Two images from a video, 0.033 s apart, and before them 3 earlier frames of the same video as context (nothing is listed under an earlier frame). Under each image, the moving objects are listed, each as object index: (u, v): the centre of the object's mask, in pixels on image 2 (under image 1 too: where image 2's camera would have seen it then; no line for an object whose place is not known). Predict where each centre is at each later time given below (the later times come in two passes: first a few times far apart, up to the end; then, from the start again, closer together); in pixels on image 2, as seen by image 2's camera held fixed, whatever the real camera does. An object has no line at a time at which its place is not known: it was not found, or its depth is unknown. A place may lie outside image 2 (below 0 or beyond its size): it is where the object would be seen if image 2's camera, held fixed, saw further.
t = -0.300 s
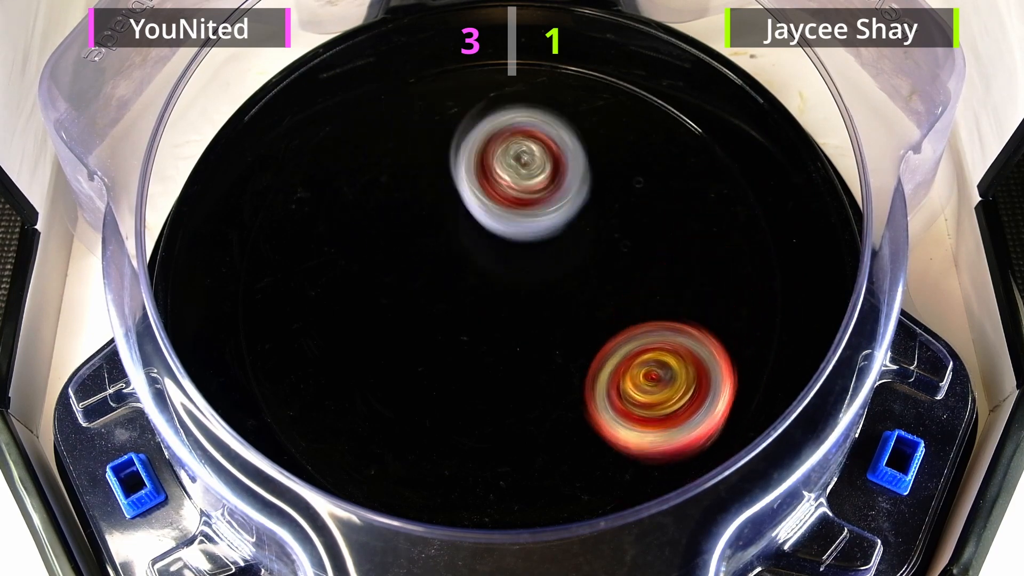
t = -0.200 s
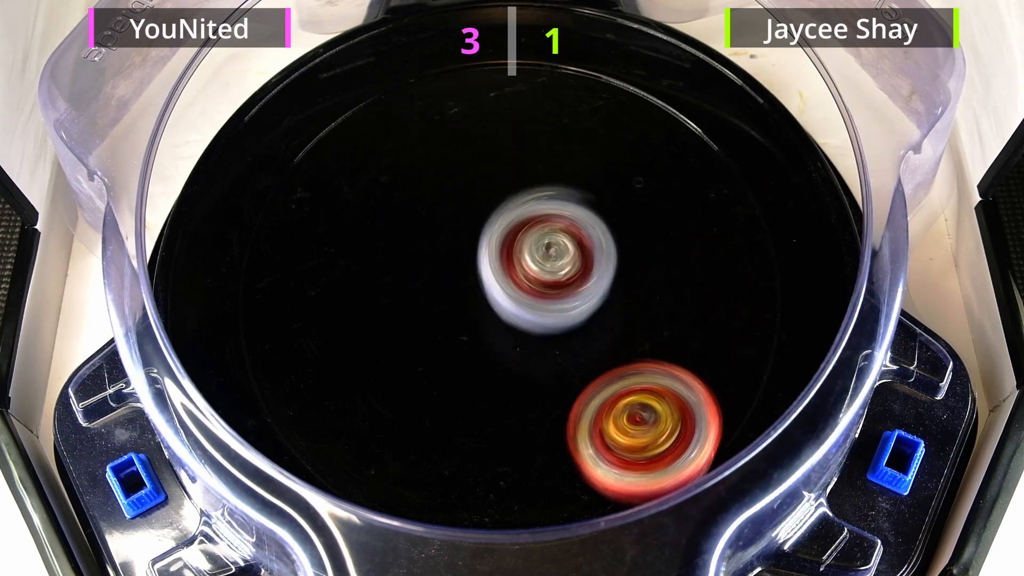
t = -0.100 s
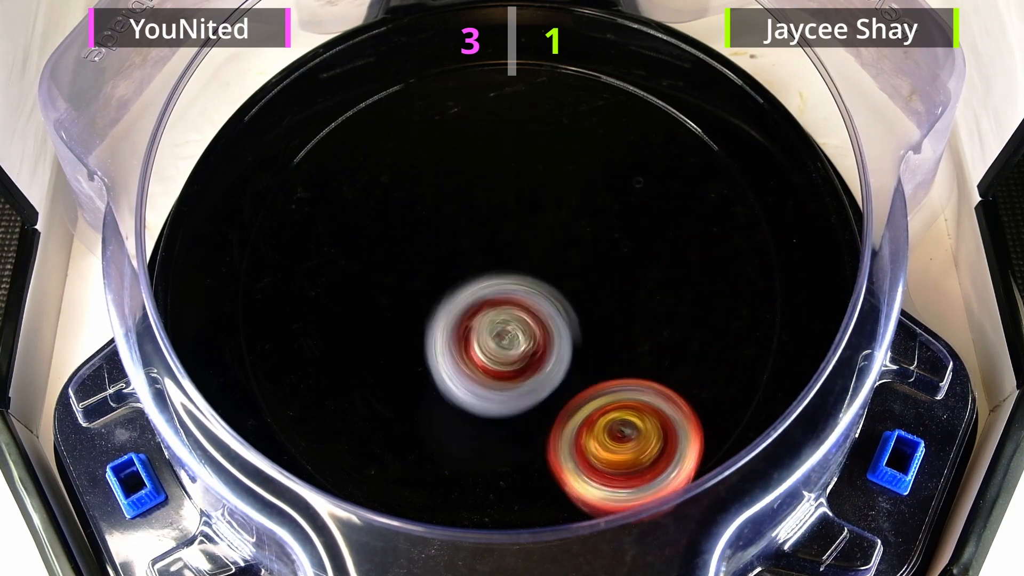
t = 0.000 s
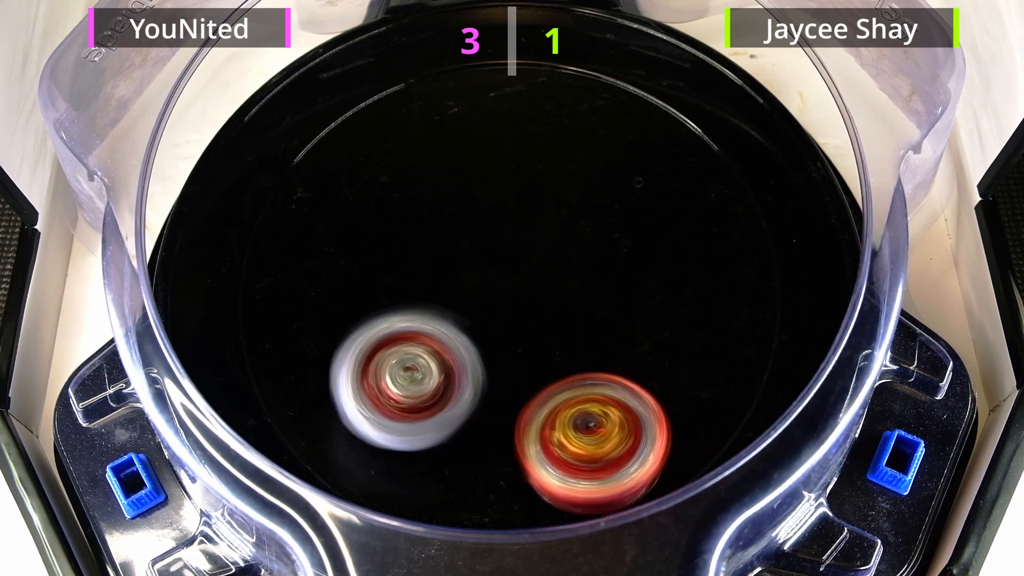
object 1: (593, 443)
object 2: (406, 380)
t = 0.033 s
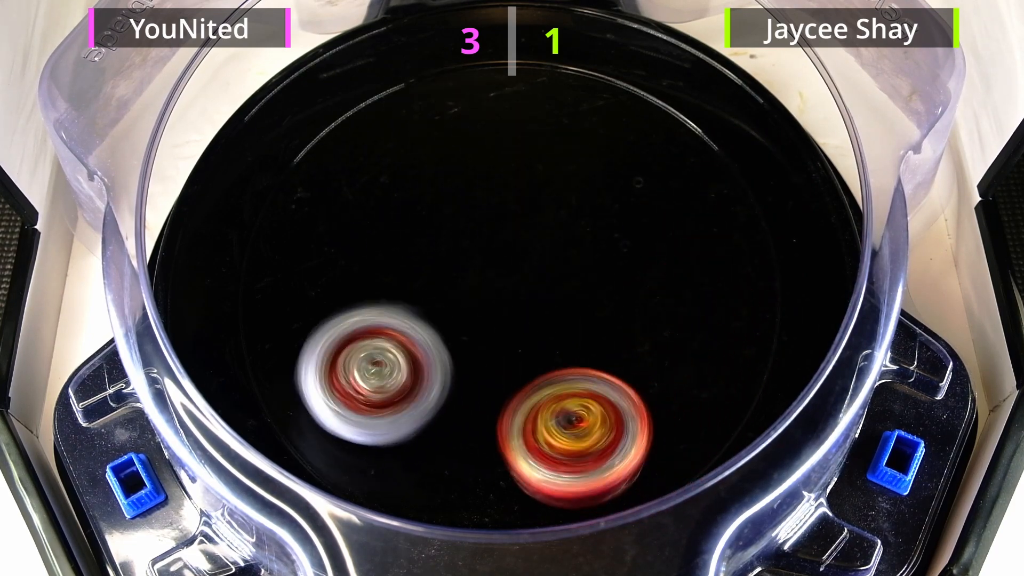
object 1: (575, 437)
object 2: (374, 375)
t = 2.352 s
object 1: (588, 263)
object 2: (472, 203)
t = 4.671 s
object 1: (642, 177)
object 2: (613, 406)
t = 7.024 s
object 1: (495, 208)
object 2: (473, 335)
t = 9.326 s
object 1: (517, 218)
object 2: (486, 356)
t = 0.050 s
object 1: (567, 434)
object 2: (359, 369)
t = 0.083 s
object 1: (548, 427)
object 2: (334, 351)
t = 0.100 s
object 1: (538, 425)
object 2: (325, 339)
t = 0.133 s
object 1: (518, 420)
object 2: (313, 313)
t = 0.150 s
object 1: (508, 418)
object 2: (312, 299)
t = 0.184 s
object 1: (488, 416)
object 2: (318, 272)
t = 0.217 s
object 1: (468, 414)
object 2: (335, 248)
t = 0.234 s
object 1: (458, 414)
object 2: (347, 238)
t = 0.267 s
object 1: (440, 414)
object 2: (375, 224)
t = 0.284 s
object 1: (430, 415)
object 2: (392, 220)
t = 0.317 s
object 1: (413, 416)
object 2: (425, 217)
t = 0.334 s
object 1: (406, 415)
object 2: (443, 218)
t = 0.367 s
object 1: (392, 417)
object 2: (477, 224)
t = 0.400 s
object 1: (380, 418)
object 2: (508, 236)
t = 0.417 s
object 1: (375, 418)
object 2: (522, 243)
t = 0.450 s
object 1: (370, 416)
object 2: (548, 261)
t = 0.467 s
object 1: (368, 414)
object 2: (559, 273)
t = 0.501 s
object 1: (367, 409)
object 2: (578, 298)
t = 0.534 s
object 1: (369, 402)
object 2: (591, 325)
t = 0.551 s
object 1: (371, 398)
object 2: (594, 339)
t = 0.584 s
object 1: (375, 387)
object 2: (595, 369)
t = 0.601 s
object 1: (377, 381)
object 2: (593, 385)
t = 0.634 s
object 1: (381, 366)
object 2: (582, 412)
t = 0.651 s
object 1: (381, 359)
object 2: (573, 425)
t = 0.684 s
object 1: (382, 343)
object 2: (549, 446)
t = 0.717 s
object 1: (383, 328)
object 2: (518, 458)
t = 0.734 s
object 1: (382, 319)
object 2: (501, 460)
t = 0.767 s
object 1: (380, 304)
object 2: (467, 457)
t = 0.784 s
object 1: (378, 296)
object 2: (451, 451)
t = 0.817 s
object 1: (375, 281)
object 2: (424, 433)
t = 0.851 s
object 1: (370, 266)
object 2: (405, 408)
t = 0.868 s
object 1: (368, 260)
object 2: (399, 396)
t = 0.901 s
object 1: (361, 246)
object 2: (397, 368)
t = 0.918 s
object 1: (358, 232)
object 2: (402, 367)
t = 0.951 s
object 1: (354, 205)
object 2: (412, 368)
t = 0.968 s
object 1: (353, 197)
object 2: (419, 368)
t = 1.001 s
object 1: (350, 182)
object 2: (432, 370)
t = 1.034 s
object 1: (345, 168)
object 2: (446, 372)
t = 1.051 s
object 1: (342, 161)
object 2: (453, 373)
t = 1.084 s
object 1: (338, 150)
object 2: (467, 376)
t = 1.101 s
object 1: (336, 145)
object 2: (474, 379)
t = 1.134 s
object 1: (334, 138)
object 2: (489, 383)
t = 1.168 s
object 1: (334, 132)
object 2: (503, 387)
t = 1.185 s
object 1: (335, 130)
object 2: (508, 390)
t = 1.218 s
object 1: (340, 128)
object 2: (520, 395)
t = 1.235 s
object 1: (345, 128)
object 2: (525, 397)
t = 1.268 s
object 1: (355, 132)
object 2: (532, 402)
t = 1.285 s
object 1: (360, 134)
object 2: (536, 403)
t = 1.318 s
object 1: (374, 139)
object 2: (541, 405)
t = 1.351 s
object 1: (389, 144)
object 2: (544, 405)
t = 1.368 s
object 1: (398, 147)
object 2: (545, 405)
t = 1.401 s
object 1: (415, 151)
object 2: (548, 402)
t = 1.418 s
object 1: (424, 153)
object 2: (549, 400)
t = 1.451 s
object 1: (443, 155)
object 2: (550, 396)
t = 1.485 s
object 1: (460, 158)
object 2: (552, 389)
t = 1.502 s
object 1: (470, 159)
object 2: (553, 384)
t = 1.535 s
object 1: (487, 159)
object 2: (557, 376)
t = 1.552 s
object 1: (497, 160)
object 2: (559, 371)
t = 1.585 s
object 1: (517, 161)
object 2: (563, 359)
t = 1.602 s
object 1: (524, 162)
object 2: (566, 354)
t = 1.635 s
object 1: (542, 162)
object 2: (571, 344)
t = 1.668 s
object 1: (561, 161)
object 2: (579, 331)
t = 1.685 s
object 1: (569, 161)
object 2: (583, 324)
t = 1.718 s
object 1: (587, 161)
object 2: (592, 312)
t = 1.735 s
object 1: (594, 160)
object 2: (597, 306)
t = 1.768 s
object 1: (610, 159)
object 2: (608, 295)
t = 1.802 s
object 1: (626, 157)
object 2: (617, 287)
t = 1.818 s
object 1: (632, 157)
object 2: (622, 283)
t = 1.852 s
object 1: (645, 151)
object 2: (634, 284)
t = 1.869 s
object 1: (651, 142)
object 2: (634, 293)
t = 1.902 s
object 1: (662, 129)
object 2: (631, 313)
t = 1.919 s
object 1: (663, 125)
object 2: (626, 323)
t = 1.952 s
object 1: (667, 118)
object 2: (611, 340)
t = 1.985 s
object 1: (667, 115)
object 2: (590, 355)
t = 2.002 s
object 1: (665, 115)
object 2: (578, 362)
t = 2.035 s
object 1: (659, 118)
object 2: (551, 369)
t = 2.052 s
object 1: (654, 122)
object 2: (537, 369)
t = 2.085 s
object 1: (644, 130)
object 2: (509, 363)
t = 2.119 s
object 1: (633, 143)
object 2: (484, 351)
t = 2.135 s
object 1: (628, 150)
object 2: (475, 343)
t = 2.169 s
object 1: (621, 165)
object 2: (459, 324)
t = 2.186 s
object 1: (617, 173)
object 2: (452, 314)
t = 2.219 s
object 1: (611, 189)
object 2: (444, 290)
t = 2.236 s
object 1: (608, 198)
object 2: (443, 278)
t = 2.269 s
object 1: (602, 216)
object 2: (445, 255)
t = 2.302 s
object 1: (595, 235)
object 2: (451, 233)
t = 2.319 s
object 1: (593, 243)
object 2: (458, 222)
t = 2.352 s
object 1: (588, 263)
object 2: (472, 203)
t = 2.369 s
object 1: (586, 272)
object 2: (481, 195)
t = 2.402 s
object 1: (581, 290)
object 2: (501, 182)
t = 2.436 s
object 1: (577, 308)
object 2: (525, 173)
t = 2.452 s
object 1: (575, 317)
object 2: (536, 171)
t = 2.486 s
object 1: (572, 336)
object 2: (560, 173)
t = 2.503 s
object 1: (570, 344)
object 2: (571, 176)
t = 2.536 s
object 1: (566, 361)
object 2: (592, 189)
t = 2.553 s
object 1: (565, 369)
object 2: (600, 199)
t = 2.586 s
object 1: (561, 387)
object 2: (610, 218)
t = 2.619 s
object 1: (558, 402)
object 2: (614, 240)
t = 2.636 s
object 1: (555, 410)
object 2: (615, 253)
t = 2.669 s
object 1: (553, 424)
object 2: (607, 278)
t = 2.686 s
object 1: (551, 431)
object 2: (600, 288)
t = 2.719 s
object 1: (548, 443)
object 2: (582, 305)
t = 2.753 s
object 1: (546, 454)
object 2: (560, 318)
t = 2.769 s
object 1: (544, 459)
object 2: (548, 325)
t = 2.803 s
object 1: (543, 464)
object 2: (521, 332)
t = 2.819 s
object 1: (543, 466)
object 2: (506, 333)
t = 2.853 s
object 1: (544, 467)
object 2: (481, 332)
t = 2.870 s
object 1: (544, 467)
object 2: (468, 330)
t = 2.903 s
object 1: (544, 464)
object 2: (443, 321)
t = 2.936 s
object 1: (542, 457)
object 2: (424, 305)
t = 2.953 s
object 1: (540, 452)
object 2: (416, 297)
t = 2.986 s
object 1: (532, 440)
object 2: (402, 279)
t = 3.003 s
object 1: (528, 434)
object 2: (398, 268)
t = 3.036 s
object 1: (518, 420)
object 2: (395, 246)
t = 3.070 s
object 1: (509, 408)
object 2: (398, 227)
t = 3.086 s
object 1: (503, 402)
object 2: (403, 217)
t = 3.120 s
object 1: (492, 390)
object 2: (417, 199)
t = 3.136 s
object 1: (485, 384)
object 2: (426, 192)
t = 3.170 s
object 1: (474, 372)
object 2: (448, 182)
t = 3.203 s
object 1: (462, 359)
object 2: (471, 178)
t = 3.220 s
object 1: (456, 353)
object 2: (483, 179)
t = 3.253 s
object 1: (443, 341)
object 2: (508, 185)
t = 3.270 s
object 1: (438, 335)
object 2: (519, 191)
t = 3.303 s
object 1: (426, 322)
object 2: (538, 205)
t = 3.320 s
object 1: (421, 317)
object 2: (546, 213)
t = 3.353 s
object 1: (409, 304)
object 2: (560, 234)
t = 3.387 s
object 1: (399, 292)
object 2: (567, 257)
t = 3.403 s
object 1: (393, 286)
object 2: (568, 268)
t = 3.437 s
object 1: (384, 274)
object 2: (568, 291)
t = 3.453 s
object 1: (379, 268)
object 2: (567, 304)
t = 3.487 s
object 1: (371, 258)
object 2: (556, 326)
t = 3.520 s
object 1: (364, 247)
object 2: (542, 344)
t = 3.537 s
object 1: (360, 242)
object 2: (534, 354)
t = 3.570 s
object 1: (353, 233)
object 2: (512, 369)
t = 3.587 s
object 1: (350, 228)
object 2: (500, 374)
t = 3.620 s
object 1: (344, 220)
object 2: (477, 380)
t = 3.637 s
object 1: (342, 217)
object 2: (465, 381)
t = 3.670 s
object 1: (339, 211)
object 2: (439, 377)
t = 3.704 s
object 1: (338, 208)
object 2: (419, 367)
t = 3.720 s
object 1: (340, 207)
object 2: (410, 361)
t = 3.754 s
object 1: (344, 206)
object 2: (394, 342)
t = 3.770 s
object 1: (348, 207)
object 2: (391, 333)
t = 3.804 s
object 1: (354, 199)
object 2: (393, 327)
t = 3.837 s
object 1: (364, 182)
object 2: (404, 341)
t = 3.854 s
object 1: (368, 177)
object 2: (408, 348)
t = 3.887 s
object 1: (377, 168)
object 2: (416, 364)
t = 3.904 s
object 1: (381, 164)
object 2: (422, 374)
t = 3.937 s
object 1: (390, 157)
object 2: (428, 391)
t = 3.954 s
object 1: (396, 154)
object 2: (433, 401)
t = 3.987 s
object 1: (407, 148)
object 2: (437, 419)
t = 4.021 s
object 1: (418, 144)
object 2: (441, 436)
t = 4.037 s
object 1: (424, 142)
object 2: (441, 444)
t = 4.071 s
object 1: (437, 140)
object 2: (440, 454)
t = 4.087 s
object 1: (444, 139)
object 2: (440, 459)
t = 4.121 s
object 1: (456, 138)
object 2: (436, 463)
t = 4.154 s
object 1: (470, 139)
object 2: (437, 464)
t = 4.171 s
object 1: (476, 140)
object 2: (436, 464)
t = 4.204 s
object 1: (491, 141)
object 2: (440, 460)
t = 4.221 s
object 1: (497, 142)
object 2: (441, 458)
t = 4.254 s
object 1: (511, 146)
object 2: (446, 449)
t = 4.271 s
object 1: (518, 149)
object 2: (448, 444)
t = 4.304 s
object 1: (531, 153)
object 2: (457, 431)
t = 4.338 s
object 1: (543, 160)
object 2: (468, 416)
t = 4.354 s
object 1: (549, 163)
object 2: (477, 408)
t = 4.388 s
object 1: (563, 170)
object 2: (494, 394)
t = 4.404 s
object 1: (569, 173)
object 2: (504, 386)
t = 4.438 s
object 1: (580, 182)
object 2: (522, 374)
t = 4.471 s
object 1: (591, 191)
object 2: (543, 362)
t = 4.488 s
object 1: (597, 195)
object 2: (551, 357)
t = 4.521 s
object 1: (606, 206)
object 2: (573, 346)
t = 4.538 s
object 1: (610, 212)
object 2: (581, 341)
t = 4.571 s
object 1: (620, 214)
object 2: (600, 348)
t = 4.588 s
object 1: (626, 202)
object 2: (602, 360)
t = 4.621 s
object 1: (635, 186)
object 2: (610, 380)
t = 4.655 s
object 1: (641, 180)
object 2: (612, 395)
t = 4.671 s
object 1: (642, 177)
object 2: (613, 406)
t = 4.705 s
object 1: (645, 170)
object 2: (611, 421)
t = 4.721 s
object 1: (645, 167)
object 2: (607, 430)
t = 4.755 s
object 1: (642, 163)
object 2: (598, 443)
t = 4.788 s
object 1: (635, 162)
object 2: (581, 449)
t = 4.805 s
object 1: (632, 163)
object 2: (573, 454)
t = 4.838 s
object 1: (622, 169)
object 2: (553, 451)
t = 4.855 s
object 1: (617, 173)
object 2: (543, 451)
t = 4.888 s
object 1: (609, 180)
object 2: (527, 438)
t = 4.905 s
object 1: (603, 185)
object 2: (517, 432)
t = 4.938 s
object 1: (594, 195)
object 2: (507, 415)
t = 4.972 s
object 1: (586, 204)
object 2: (500, 396)
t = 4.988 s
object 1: (581, 211)
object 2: (495, 388)
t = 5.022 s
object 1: (572, 220)
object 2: (493, 368)
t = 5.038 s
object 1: (567, 225)
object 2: (491, 359)
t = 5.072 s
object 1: (559, 234)
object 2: (490, 343)
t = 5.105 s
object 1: (564, 224)
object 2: (479, 346)
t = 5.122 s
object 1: (568, 218)
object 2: (469, 350)
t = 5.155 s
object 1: (567, 208)
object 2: (454, 354)
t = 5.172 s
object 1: (566, 202)
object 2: (449, 353)
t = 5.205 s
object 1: (565, 192)
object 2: (433, 348)
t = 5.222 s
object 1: (564, 187)
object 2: (422, 346)
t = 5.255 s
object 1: (560, 178)
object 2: (409, 338)
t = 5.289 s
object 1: (555, 170)
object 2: (398, 327)
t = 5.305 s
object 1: (551, 167)
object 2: (393, 319)
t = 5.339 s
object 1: (545, 162)
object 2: (386, 306)
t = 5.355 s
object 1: (540, 161)
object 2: (387, 299)
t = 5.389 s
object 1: (532, 161)
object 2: (387, 283)
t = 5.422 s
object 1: (522, 165)
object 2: (393, 270)
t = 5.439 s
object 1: (518, 166)
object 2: (395, 263)
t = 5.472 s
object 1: (514, 172)
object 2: (404, 253)
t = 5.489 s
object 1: (523, 167)
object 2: (405, 256)
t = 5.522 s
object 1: (532, 164)
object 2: (405, 262)
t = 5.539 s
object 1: (535, 160)
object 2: (404, 263)
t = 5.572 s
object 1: (544, 153)
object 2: (406, 267)
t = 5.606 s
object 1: (552, 150)
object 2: (410, 272)
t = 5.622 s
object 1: (555, 149)
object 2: (415, 275)
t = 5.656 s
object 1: (564, 146)
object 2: (419, 280)
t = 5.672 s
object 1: (569, 146)
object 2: (424, 282)
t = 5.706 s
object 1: (576, 146)
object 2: (432, 289)
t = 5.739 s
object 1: (585, 149)
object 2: (441, 298)
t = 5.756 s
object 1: (588, 150)
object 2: (443, 302)
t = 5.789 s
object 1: (594, 154)
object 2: (451, 310)
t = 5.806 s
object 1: (597, 157)
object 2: (458, 316)
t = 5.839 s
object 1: (602, 165)
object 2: (467, 326)
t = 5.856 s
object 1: (602, 168)
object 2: (467, 329)
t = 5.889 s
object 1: (608, 176)
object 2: (475, 340)
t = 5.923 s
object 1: (608, 187)
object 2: (480, 349)
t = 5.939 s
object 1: (608, 190)
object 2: (482, 356)
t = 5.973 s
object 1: (610, 201)
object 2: (485, 365)
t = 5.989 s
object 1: (608, 206)
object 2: (488, 369)
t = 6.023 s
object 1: (606, 217)
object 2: (489, 376)
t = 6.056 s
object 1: (603, 227)
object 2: (490, 381)
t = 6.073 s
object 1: (601, 232)
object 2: (486, 381)
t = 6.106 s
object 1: (596, 243)
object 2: (487, 380)
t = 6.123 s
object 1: (592, 248)
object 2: (487, 381)
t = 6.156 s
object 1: (587, 257)
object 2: (486, 377)
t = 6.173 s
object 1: (582, 263)
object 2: (489, 375)
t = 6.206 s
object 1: (576, 269)
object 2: (490, 371)
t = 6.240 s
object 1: (573, 273)
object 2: (485, 377)
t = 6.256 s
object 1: (570, 276)
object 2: (480, 377)
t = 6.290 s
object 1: (563, 278)
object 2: (475, 381)
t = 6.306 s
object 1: (557, 281)
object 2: (468, 382)
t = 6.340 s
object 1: (546, 283)
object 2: (460, 388)
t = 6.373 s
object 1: (537, 284)
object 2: (452, 389)
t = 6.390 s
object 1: (532, 286)
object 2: (444, 387)
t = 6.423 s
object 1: (527, 282)
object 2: (431, 389)
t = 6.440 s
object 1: (531, 281)
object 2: (424, 390)
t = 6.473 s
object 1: (526, 278)
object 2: (413, 389)
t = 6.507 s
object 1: (520, 268)
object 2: (405, 386)
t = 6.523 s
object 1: (520, 264)
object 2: (399, 382)
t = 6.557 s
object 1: (517, 259)
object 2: (396, 372)
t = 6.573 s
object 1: (514, 255)
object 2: (393, 368)
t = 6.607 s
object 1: (509, 247)
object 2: (398, 356)
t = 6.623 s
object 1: (507, 245)
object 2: (399, 352)
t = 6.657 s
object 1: (502, 239)
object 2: (406, 341)
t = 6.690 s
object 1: (497, 232)
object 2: (416, 332)
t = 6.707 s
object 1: (495, 228)
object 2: (414, 332)
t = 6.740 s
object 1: (497, 220)
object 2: (419, 334)
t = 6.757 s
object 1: (496, 217)
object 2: (418, 333)
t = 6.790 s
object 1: (495, 212)
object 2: (424, 333)
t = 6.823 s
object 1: (494, 207)
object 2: (427, 334)
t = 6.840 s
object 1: (495, 206)
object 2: (428, 333)
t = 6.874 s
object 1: (495, 204)
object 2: (435, 334)
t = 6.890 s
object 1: (494, 204)
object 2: (436, 332)
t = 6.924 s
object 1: (492, 203)
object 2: (446, 332)
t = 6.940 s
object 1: (494, 205)
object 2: (449, 330)
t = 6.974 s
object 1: (493, 206)
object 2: (457, 329)
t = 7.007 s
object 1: (495, 208)
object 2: (464, 331)
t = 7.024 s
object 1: (495, 208)
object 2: (473, 335)
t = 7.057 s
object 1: (499, 202)
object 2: (479, 344)
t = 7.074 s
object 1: (503, 202)
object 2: (485, 348)
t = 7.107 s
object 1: (501, 201)
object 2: (486, 351)
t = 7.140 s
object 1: (502, 197)
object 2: (493, 355)
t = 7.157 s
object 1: (503, 196)
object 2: (493, 357)
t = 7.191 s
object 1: (507, 196)
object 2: (504, 361)
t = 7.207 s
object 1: (508, 196)
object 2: (506, 361)
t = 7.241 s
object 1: (513, 197)
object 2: (515, 364)
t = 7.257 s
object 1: (514, 198)
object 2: (519, 362)
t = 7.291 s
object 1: (517, 201)
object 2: (524, 363)
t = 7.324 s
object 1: (522, 205)
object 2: (532, 358)
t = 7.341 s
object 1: (524, 206)
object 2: (534, 358)
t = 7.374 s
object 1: (527, 210)
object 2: (543, 351)
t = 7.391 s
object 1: (529, 213)
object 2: (542, 349)
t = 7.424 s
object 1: (533, 219)
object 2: (549, 343)
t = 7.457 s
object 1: (538, 223)
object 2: (549, 344)
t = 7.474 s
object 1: (539, 223)
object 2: (555, 344)
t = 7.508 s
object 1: (550, 218)
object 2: (556, 351)
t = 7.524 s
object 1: (553, 217)
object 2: (558, 355)
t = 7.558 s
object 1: (558, 218)
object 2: (557, 356)
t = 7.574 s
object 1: (559, 219)
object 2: (554, 358)
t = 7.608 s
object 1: (556, 219)
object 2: (556, 363)
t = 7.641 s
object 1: (555, 218)
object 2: (554, 367)
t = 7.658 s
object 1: (555, 217)
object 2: (557, 368)
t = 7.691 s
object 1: (561, 218)
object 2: (553, 367)
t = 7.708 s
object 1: (561, 220)
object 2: (551, 369)
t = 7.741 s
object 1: (561, 228)
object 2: (552, 366)
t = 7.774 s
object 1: (556, 234)
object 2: (547, 366)
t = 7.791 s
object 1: (552, 235)
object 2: (547, 364)
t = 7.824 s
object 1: (552, 237)
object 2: (542, 360)
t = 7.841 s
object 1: (552, 238)
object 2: (541, 359)
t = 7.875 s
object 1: (556, 234)
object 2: (539, 361)
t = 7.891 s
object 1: (559, 235)
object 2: (538, 363)
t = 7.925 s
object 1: (560, 237)
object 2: (539, 364)
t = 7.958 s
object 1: (561, 239)
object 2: (530, 369)
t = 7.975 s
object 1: (559, 238)
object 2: (528, 375)
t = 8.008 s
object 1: (557, 234)
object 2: (528, 381)
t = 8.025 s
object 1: (556, 232)
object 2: (526, 383)
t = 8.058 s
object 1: (553, 227)
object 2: (527, 387)
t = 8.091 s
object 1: (550, 222)
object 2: (523, 385)
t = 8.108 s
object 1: (549, 221)
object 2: (519, 385)
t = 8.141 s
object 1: (547, 220)
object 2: (516, 388)
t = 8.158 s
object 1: (546, 219)
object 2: (516, 387)
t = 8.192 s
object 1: (542, 220)
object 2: (511, 389)
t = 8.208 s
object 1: (539, 220)
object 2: (512, 390)
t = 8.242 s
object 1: (534, 221)
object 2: (515, 385)
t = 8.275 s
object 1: (529, 221)
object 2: (509, 381)
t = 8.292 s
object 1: (529, 221)
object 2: (508, 380)
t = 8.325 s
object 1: (525, 221)
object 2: (504, 375)
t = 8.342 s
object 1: (525, 221)
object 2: (501, 374)
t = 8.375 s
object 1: (524, 222)
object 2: (500, 373)
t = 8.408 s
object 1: (522, 222)
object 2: (500, 365)
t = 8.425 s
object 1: (522, 224)
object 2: (497, 363)
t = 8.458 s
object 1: (516, 224)
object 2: (494, 359)
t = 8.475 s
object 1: (514, 223)
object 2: (494, 354)
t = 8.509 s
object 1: (507, 222)
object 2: (489, 346)
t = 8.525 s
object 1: (504, 221)
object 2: (486, 345)
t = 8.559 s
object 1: (507, 217)
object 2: (485, 345)
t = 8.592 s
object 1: (510, 216)
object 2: (484, 342)
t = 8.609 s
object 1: (512, 215)
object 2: (483, 341)
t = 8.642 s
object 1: (516, 215)
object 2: (485, 336)
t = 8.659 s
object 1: (516, 216)
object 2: (482, 335)
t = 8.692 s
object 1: (514, 218)
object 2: (475, 335)
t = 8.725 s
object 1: (512, 216)
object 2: (472, 340)
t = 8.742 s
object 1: (511, 215)
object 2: (472, 341)
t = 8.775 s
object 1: (511, 217)
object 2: (470, 343)
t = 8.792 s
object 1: (510, 218)
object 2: (471, 344)
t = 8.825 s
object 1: (508, 221)
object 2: (473, 344)
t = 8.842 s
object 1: (508, 221)
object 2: (474, 342)
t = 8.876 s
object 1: (509, 217)
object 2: (472, 345)
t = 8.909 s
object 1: (513, 212)
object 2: (475, 352)
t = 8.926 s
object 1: (516, 209)
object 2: (478, 354)
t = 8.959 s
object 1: (522, 208)
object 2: (481, 358)
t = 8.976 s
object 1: (525, 208)
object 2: (481, 358)
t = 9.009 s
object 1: (531, 211)
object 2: (479, 359)
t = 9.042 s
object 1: (533, 215)
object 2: (478, 359)
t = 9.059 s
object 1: (530, 217)
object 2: (478, 360)
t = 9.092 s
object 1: (525, 219)
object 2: (479, 360)
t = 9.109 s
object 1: (522, 219)
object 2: (478, 359)
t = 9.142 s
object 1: (517, 218)
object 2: (478, 358)
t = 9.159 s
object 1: (516, 217)
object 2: (477, 357)
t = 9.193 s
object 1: (514, 216)
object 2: (475, 357)
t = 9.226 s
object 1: (513, 215)
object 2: (474, 357)
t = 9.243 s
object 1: (513, 215)
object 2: (475, 357)
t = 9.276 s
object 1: (514, 216)
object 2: (478, 357)
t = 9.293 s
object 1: (515, 217)
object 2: (480, 357)
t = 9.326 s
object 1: (517, 218)
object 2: (486, 356)
